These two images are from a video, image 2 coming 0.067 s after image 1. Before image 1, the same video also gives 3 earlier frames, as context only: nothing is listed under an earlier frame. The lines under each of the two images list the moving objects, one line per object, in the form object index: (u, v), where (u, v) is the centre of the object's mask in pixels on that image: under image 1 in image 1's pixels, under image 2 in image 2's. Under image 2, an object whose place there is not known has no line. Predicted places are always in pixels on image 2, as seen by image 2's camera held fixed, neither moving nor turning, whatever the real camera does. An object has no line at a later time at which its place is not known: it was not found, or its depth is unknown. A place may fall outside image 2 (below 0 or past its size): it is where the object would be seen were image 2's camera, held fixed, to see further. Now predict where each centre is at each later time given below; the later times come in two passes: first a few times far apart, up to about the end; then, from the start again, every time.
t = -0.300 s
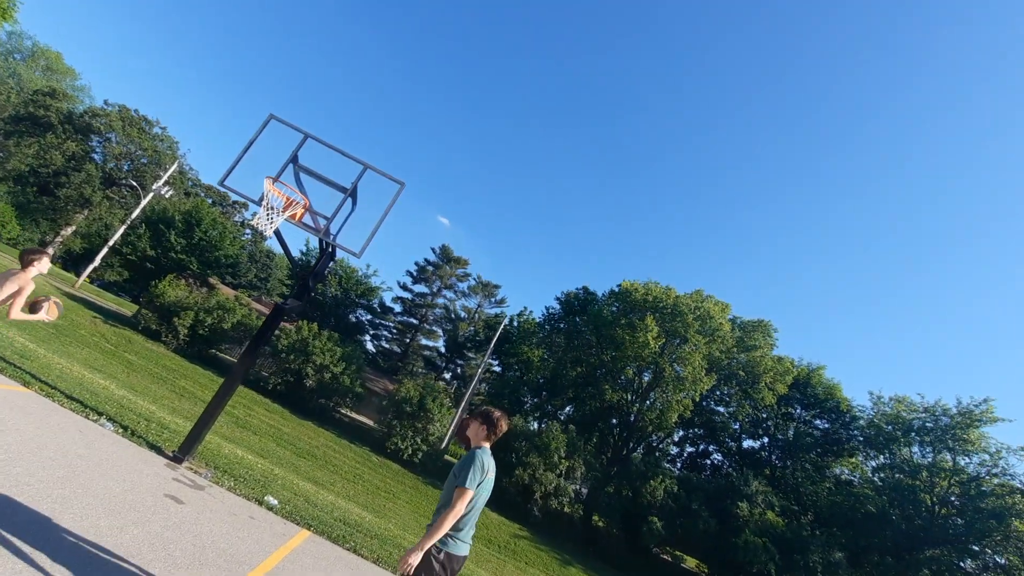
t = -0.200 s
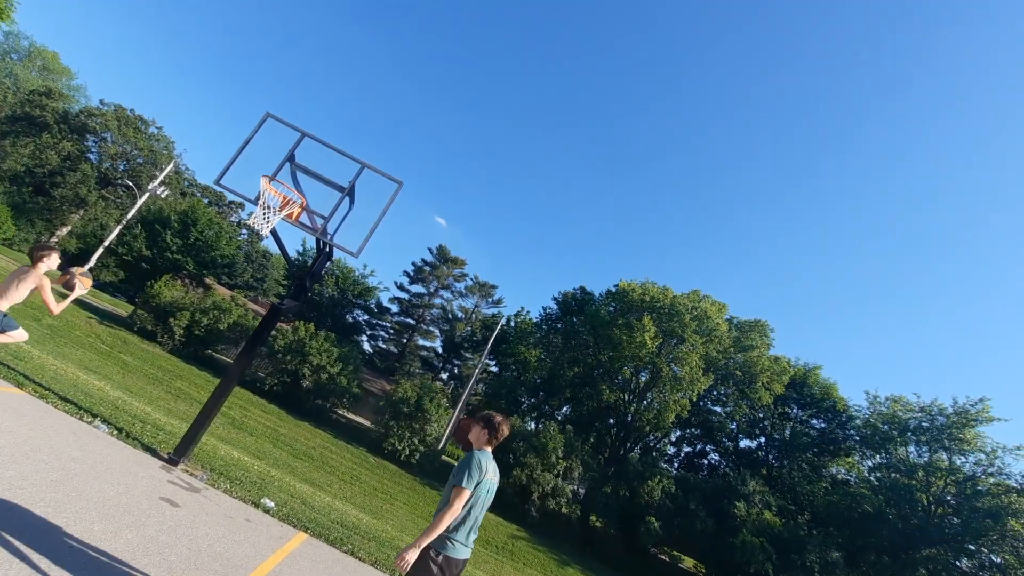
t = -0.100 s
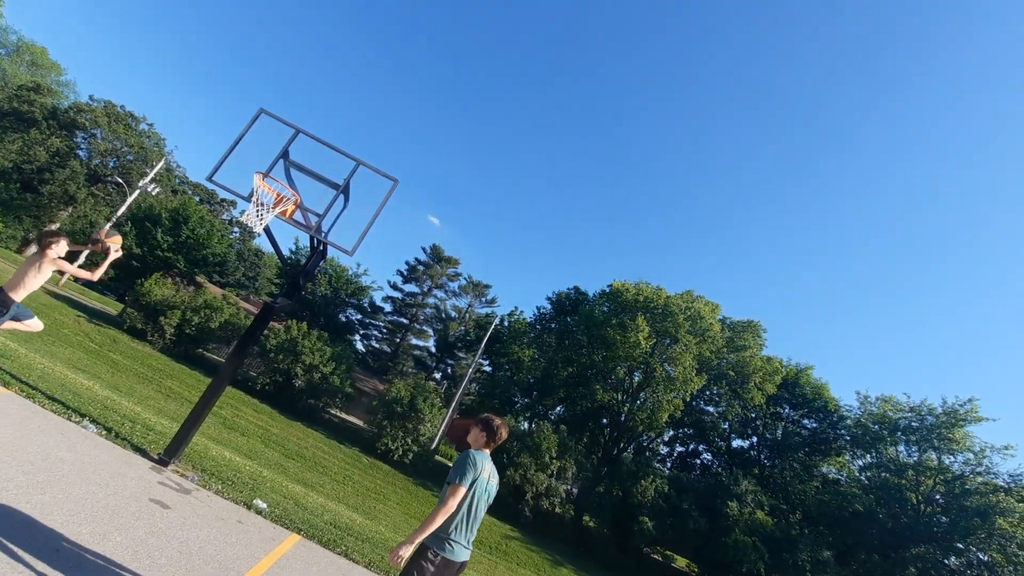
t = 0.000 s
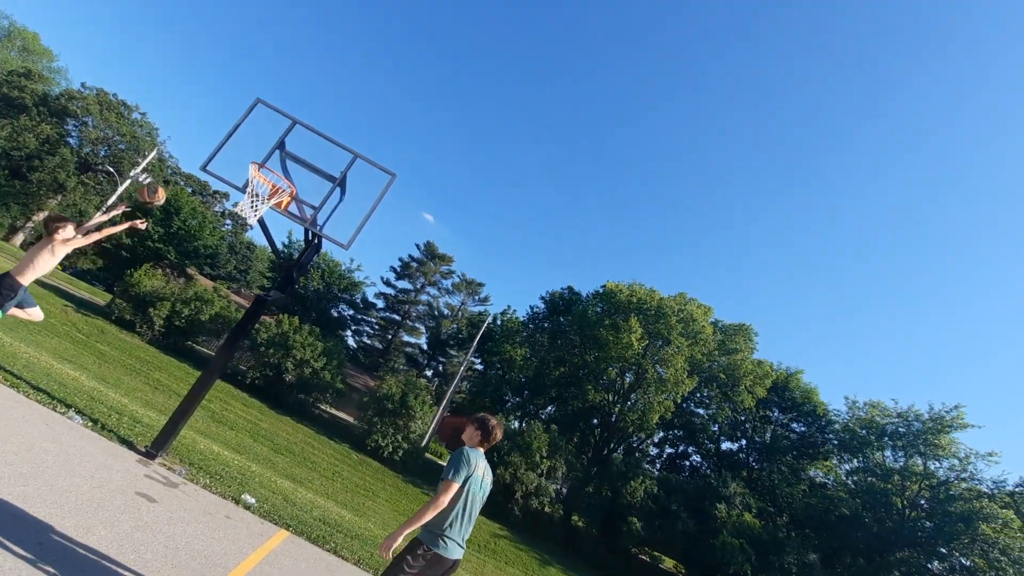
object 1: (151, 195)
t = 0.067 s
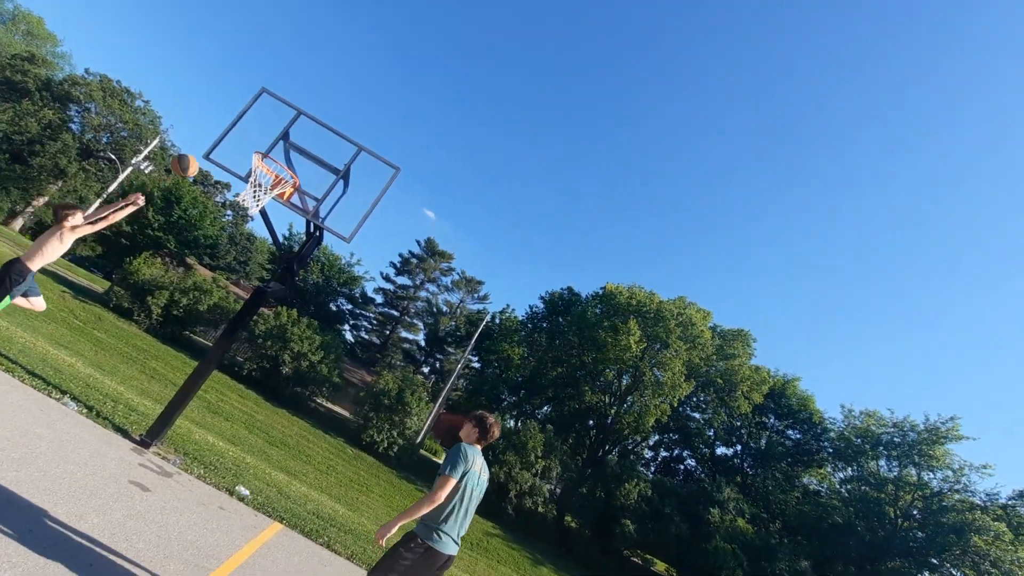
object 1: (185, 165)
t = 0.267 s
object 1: (256, 139)
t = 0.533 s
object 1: (282, 138)
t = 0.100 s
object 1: (199, 159)
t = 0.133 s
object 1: (212, 153)
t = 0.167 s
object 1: (224, 149)
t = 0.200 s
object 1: (236, 145)
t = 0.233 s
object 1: (246, 142)
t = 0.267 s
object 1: (256, 139)
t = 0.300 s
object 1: (265, 136)
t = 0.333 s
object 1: (269, 134)
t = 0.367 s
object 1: (273, 133)
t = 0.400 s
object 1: (276, 132)
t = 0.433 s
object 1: (278, 133)
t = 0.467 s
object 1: (280, 134)
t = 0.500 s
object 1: (281, 136)
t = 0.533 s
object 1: (282, 138)
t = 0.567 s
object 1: (281, 140)
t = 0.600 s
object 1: (280, 143)
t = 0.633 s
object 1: (278, 147)
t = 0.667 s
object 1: (276, 153)
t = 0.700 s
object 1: (274, 159)
